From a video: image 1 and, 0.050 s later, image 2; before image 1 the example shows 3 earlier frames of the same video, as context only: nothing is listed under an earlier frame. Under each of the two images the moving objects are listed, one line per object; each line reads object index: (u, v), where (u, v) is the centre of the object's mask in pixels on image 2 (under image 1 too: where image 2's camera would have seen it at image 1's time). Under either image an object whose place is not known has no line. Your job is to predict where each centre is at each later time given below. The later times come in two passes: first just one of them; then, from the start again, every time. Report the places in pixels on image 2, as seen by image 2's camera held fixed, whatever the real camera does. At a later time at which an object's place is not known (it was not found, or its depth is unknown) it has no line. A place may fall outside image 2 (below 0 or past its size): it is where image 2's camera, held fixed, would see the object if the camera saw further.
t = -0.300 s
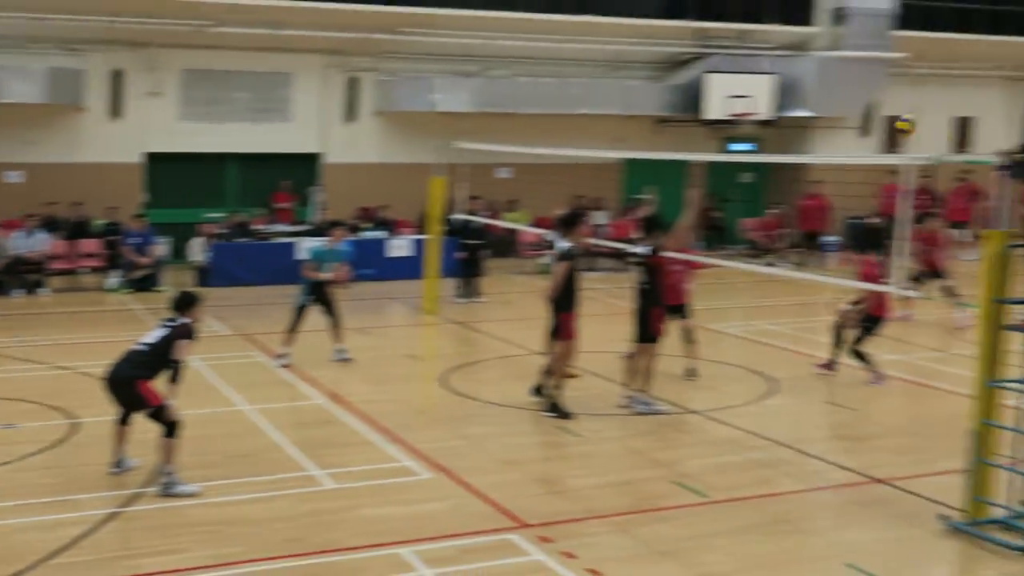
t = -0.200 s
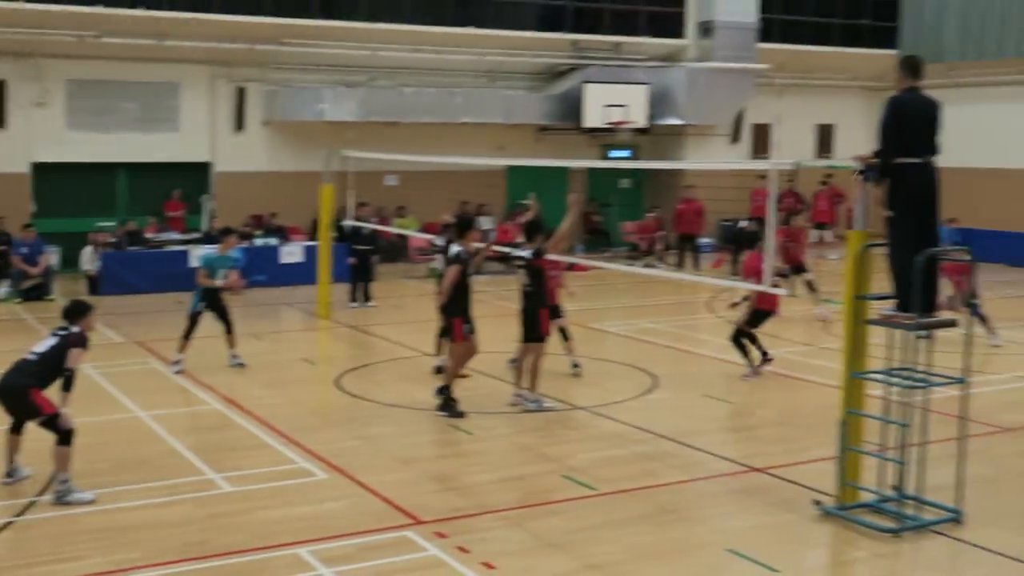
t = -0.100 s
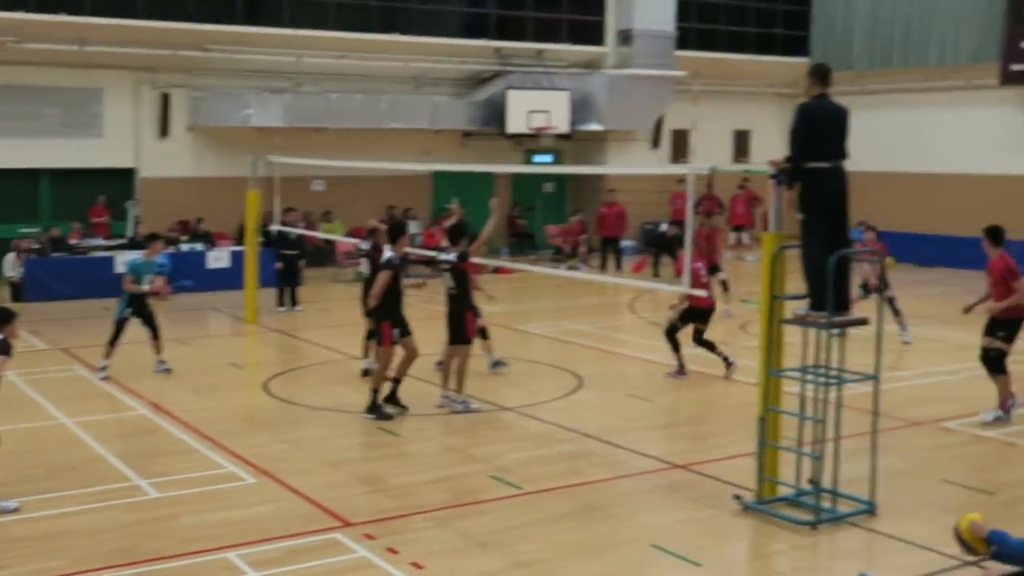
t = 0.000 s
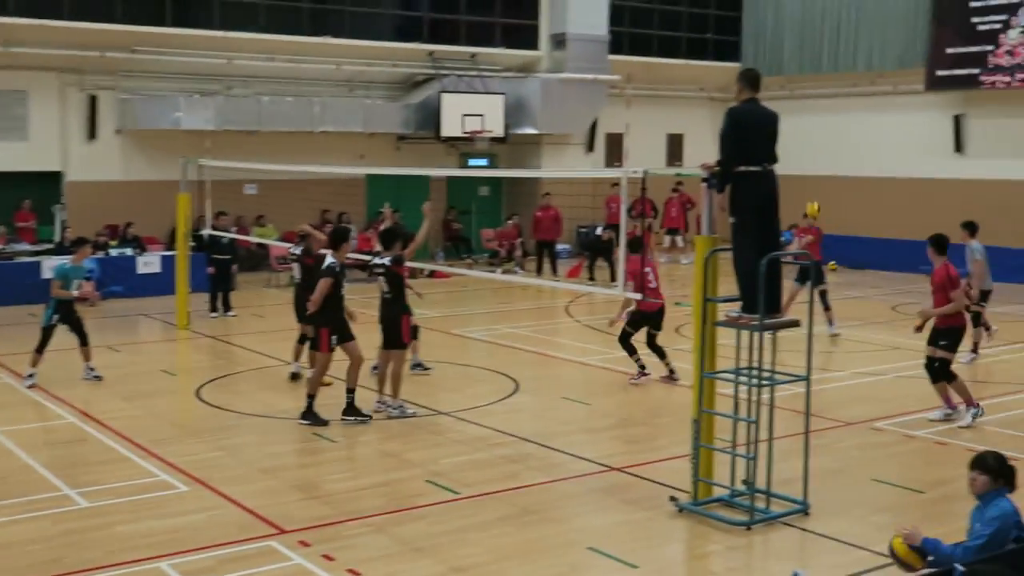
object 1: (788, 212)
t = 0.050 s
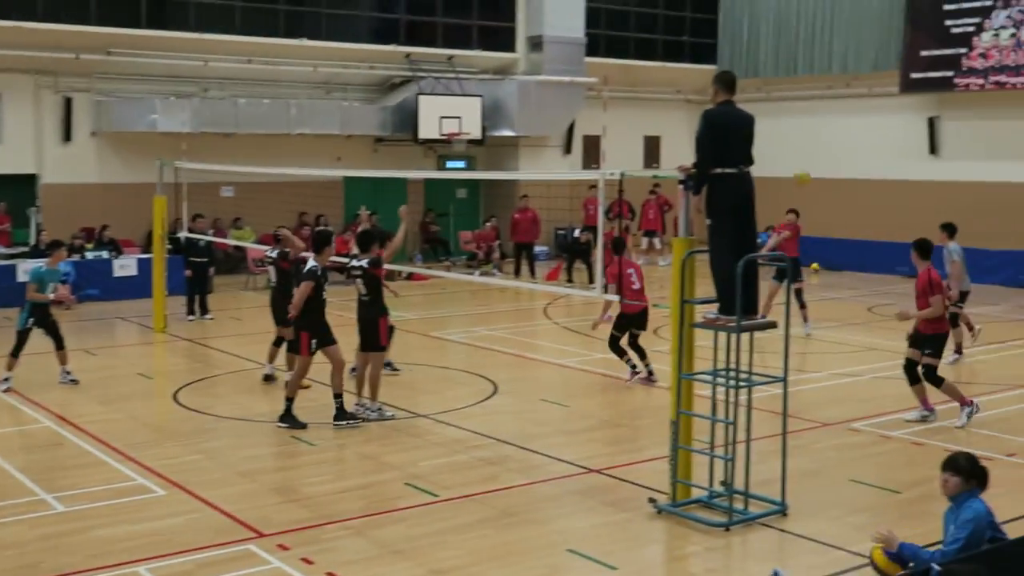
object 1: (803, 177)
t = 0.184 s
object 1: (838, 94)
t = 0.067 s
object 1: (807, 166)
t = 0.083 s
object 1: (811, 156)
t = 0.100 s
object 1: (816, 145)
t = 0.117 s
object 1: (820, 135)
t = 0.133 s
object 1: (825, 124)
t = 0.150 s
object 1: (830, 115)
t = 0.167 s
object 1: (834, 104)
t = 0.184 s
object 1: (838, 94)
